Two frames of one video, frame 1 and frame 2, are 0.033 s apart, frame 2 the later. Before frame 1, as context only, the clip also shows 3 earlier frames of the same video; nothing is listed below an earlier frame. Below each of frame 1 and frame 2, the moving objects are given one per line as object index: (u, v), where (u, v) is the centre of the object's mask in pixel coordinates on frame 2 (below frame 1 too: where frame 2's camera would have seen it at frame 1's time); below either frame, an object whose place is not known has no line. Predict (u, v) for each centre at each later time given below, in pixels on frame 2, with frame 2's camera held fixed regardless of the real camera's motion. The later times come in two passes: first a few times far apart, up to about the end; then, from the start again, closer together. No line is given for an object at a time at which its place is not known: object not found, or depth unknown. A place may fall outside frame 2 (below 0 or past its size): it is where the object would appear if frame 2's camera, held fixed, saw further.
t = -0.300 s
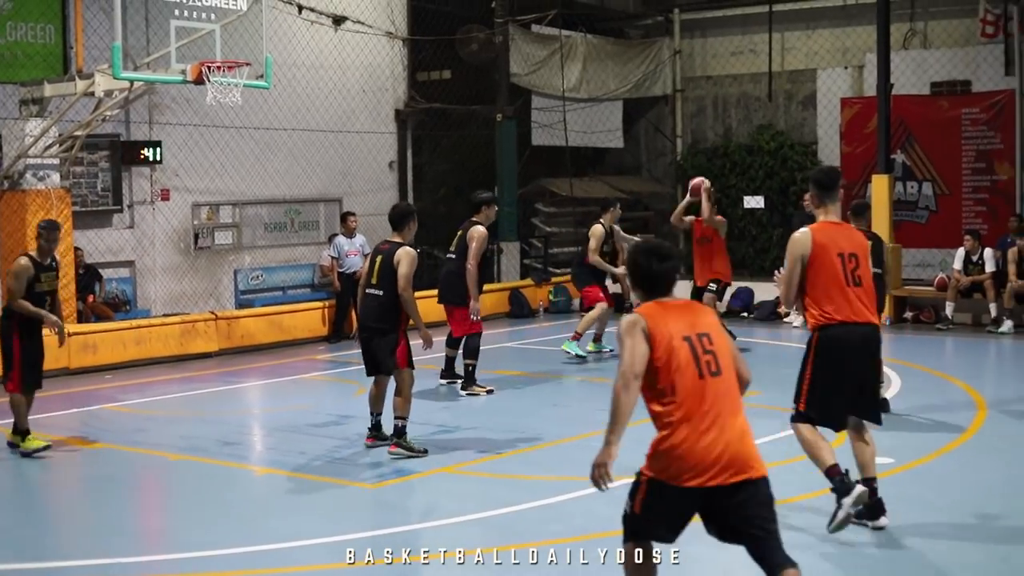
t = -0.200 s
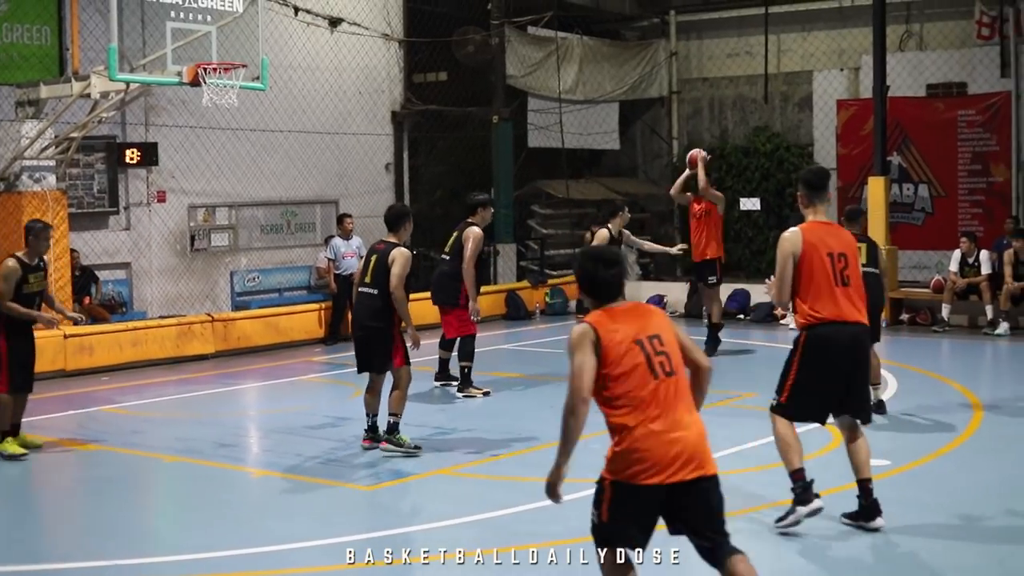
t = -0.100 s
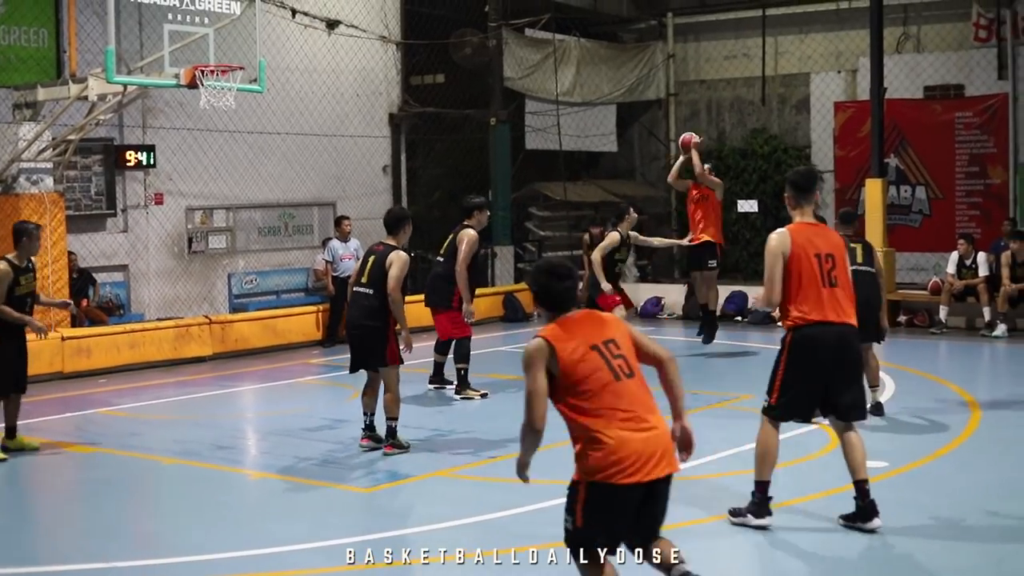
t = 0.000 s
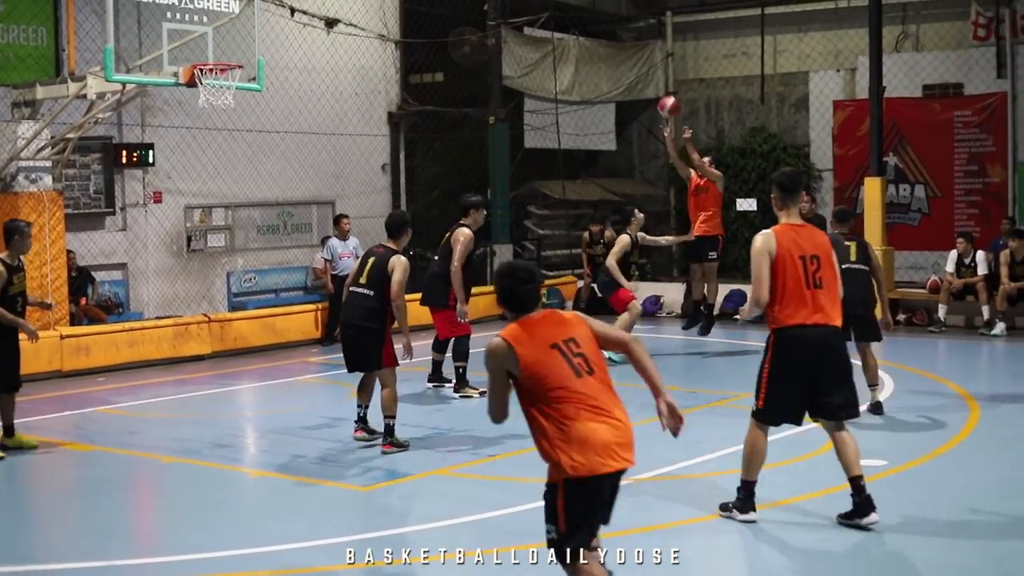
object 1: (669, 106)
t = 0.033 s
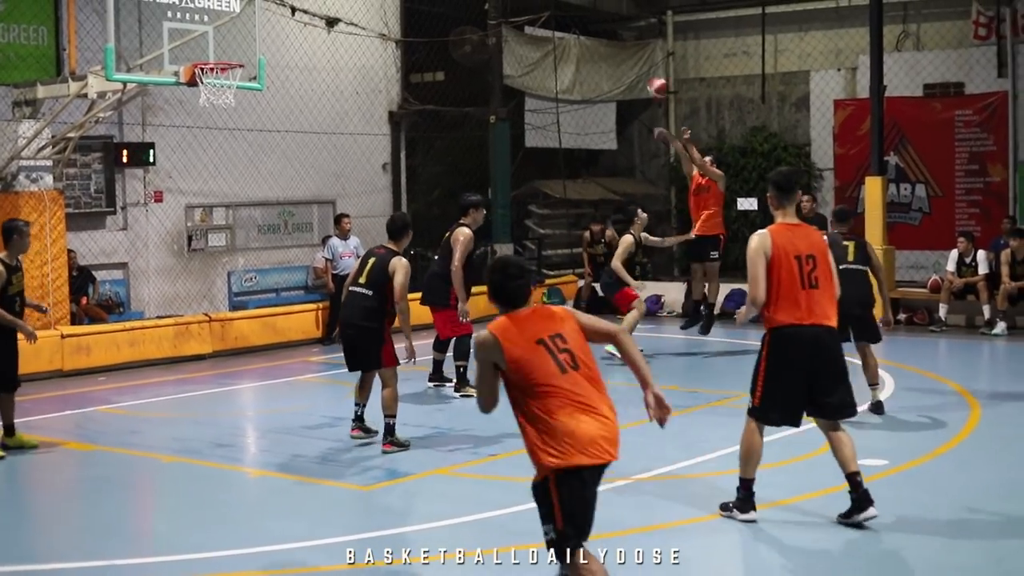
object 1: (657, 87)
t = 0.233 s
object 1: (587, 2)
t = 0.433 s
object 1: (514, -51)
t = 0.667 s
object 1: (426, -64)
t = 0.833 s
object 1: (360, -40)
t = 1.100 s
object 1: (255, 60)
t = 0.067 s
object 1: (647, 72)
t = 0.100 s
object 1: (635, 57)
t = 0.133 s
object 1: (623, 41)
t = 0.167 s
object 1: (611, 28)
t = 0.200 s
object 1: (599, 15)
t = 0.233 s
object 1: (587, 2)
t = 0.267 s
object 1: (575, -8)
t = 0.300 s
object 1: (563, -19)
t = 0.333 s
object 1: (551, -29)
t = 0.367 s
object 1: (538, -36)
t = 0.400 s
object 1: (526, -44)
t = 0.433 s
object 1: (514, -51)
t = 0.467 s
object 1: (501, -57)
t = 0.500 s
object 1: (489, -59)
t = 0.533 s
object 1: (477, -63)
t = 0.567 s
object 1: (464, -64)
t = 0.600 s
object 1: (451, -66)
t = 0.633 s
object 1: (438, -66)
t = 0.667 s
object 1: (426, -64)
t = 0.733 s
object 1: (400, -58)
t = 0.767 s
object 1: (387, -54)
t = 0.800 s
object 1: (373, -48)
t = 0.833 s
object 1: (360, -40)
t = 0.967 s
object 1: (307, 0)
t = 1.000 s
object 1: (294, 13)
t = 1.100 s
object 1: (255, 60)
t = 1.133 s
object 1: (249, 78)
